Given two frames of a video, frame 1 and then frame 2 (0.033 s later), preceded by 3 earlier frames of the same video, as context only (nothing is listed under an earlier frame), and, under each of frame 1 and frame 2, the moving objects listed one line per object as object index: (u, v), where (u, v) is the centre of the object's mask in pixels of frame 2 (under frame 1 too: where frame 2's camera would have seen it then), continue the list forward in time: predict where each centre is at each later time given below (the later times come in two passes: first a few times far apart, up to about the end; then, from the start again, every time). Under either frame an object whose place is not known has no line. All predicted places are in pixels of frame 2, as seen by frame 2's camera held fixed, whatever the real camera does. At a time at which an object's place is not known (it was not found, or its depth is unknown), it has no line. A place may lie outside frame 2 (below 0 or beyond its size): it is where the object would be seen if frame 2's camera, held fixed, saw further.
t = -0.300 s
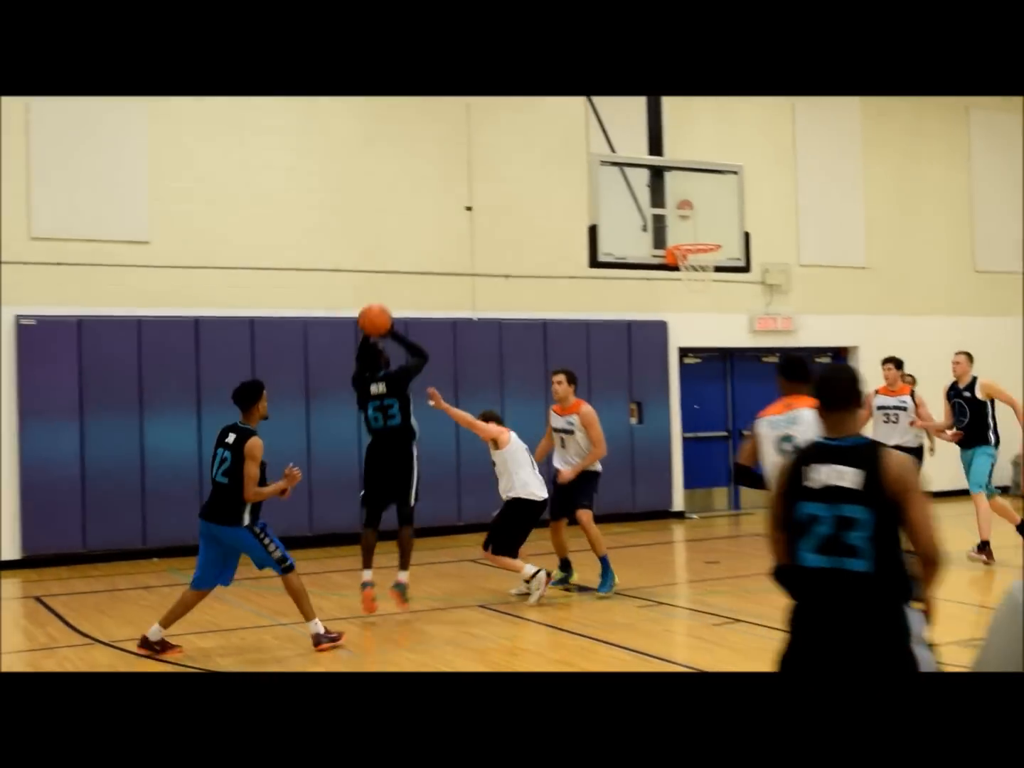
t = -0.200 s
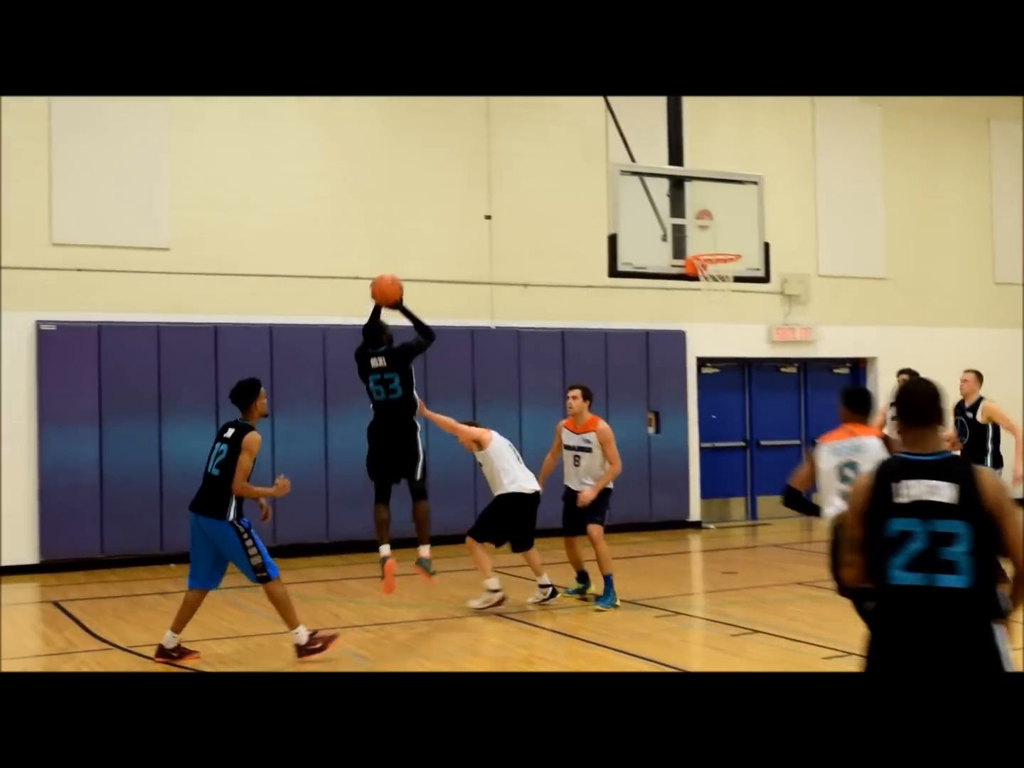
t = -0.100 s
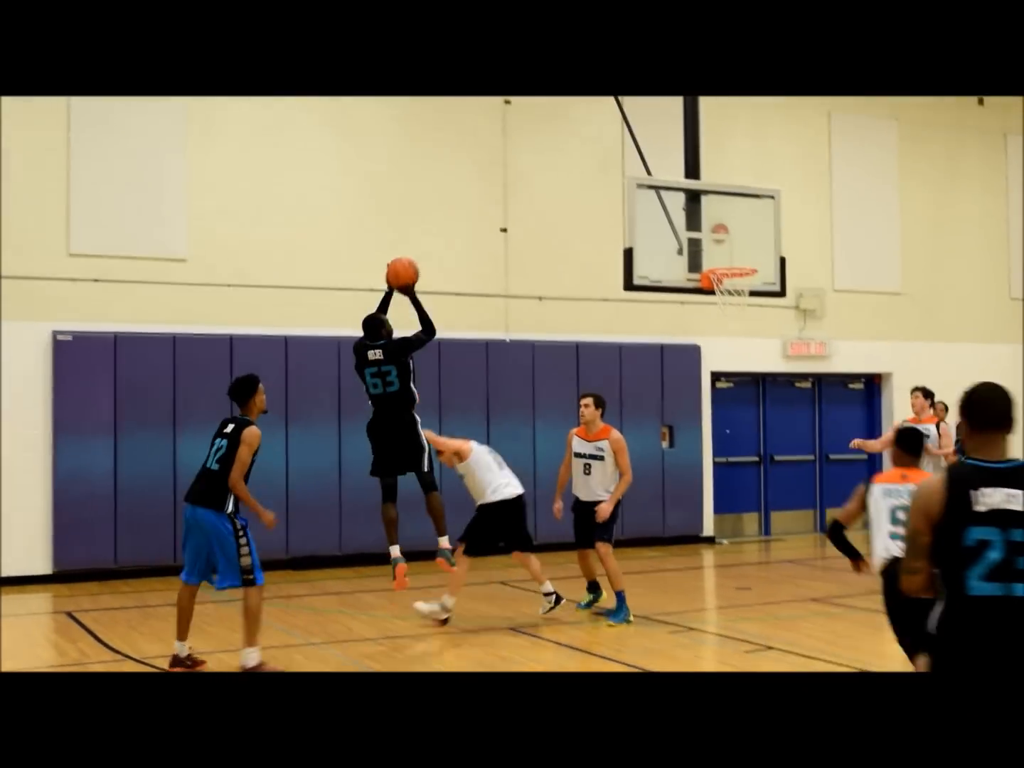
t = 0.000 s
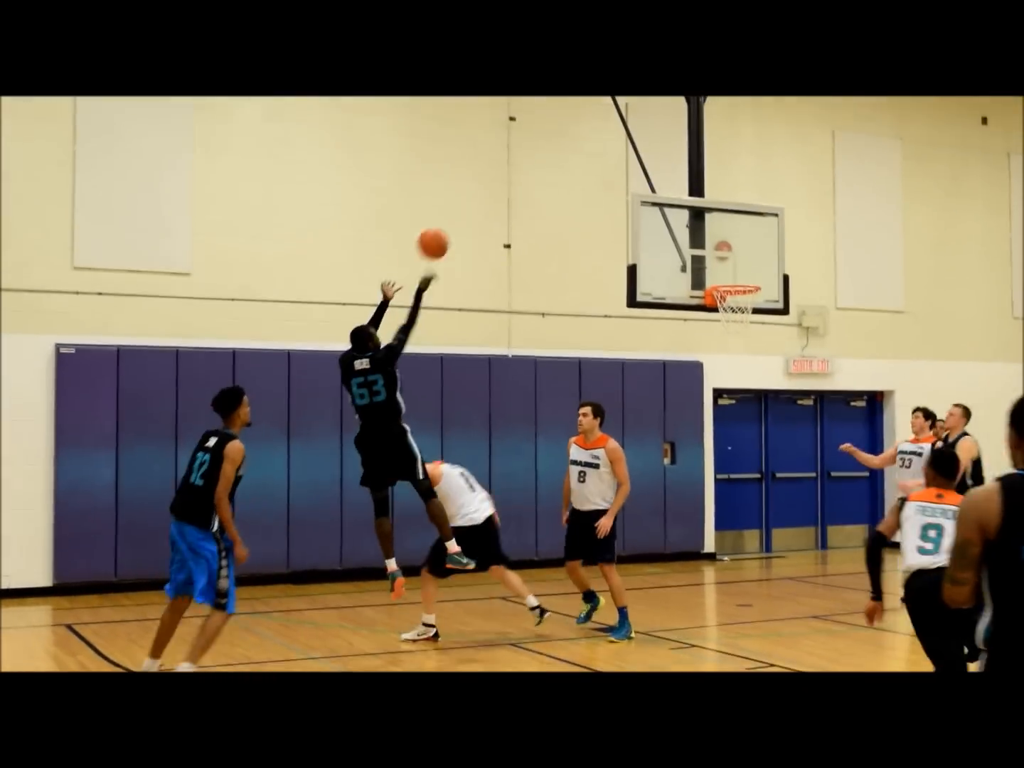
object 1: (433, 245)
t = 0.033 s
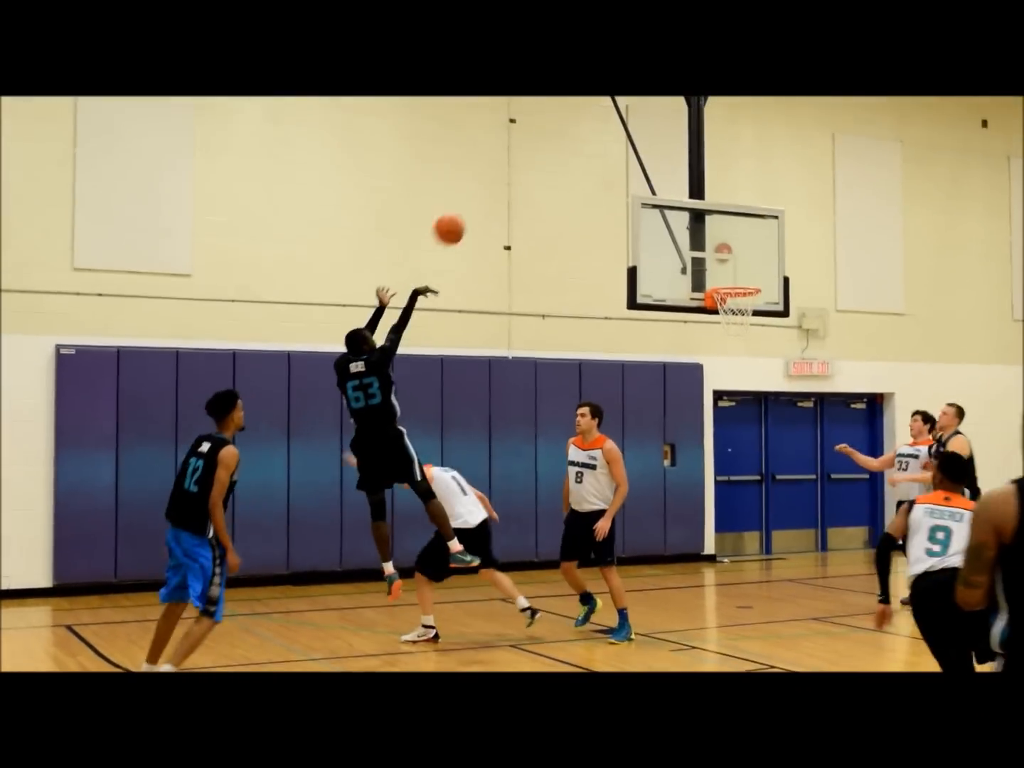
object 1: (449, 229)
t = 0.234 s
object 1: (536, 168)
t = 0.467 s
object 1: (623, 163)
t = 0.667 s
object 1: (688, 205)
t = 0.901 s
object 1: (741, 288)
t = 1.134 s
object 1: (753, 305)
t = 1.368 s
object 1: (747, 328)
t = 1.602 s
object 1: (736, 402)
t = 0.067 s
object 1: (464, 214)
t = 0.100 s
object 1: (479, 202)
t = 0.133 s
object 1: (494, 191)
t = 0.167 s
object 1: (508, 182)
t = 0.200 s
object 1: (522, 174)
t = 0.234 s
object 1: (536, 168)
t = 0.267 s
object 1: (550, 163)
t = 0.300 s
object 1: (562, 161)
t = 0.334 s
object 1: (575, 158)
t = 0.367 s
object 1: (588, 157)
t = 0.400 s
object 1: (600, 158)
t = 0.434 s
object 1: (611, 160)
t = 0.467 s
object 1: (623, 163)
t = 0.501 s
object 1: (635, 167)
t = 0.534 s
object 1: (646, 172)
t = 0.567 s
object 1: (657, 179)
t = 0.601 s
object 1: (667, 187)
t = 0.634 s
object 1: (678, 195)
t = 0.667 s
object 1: (688, 205)
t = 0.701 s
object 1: (698, 215)
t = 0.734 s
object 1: (707, 226)
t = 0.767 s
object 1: (718, 240)
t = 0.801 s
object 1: (727, 252)
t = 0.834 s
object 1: (737, 266)
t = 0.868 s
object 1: (746, 279)
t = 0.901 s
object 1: (741, 288)
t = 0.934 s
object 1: (728, 293)
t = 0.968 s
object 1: (728, 297)
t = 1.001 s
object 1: (735, 299)
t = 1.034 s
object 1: (740, 303)
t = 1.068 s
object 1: (746, 305)
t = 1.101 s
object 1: (751, 304)
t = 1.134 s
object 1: (753, 305)
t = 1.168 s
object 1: (754, 305)
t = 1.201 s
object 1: (753, 305)
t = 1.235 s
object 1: (753, 308)
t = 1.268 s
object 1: (752, 312)
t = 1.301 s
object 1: (750, 316)
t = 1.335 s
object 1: (749, 322)
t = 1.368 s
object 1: (747, 328)
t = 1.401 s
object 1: (744, 338)
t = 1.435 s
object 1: (742, 344)
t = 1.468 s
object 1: (741, 354)
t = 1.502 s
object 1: (739, 364)
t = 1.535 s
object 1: (738, 375)
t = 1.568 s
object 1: (737, 389)
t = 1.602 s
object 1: (736, 402)
